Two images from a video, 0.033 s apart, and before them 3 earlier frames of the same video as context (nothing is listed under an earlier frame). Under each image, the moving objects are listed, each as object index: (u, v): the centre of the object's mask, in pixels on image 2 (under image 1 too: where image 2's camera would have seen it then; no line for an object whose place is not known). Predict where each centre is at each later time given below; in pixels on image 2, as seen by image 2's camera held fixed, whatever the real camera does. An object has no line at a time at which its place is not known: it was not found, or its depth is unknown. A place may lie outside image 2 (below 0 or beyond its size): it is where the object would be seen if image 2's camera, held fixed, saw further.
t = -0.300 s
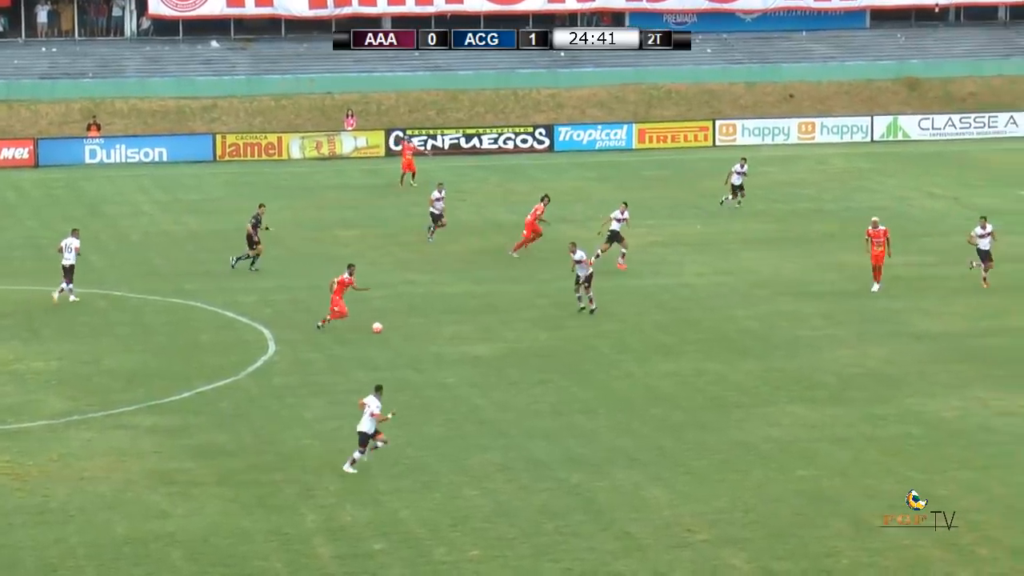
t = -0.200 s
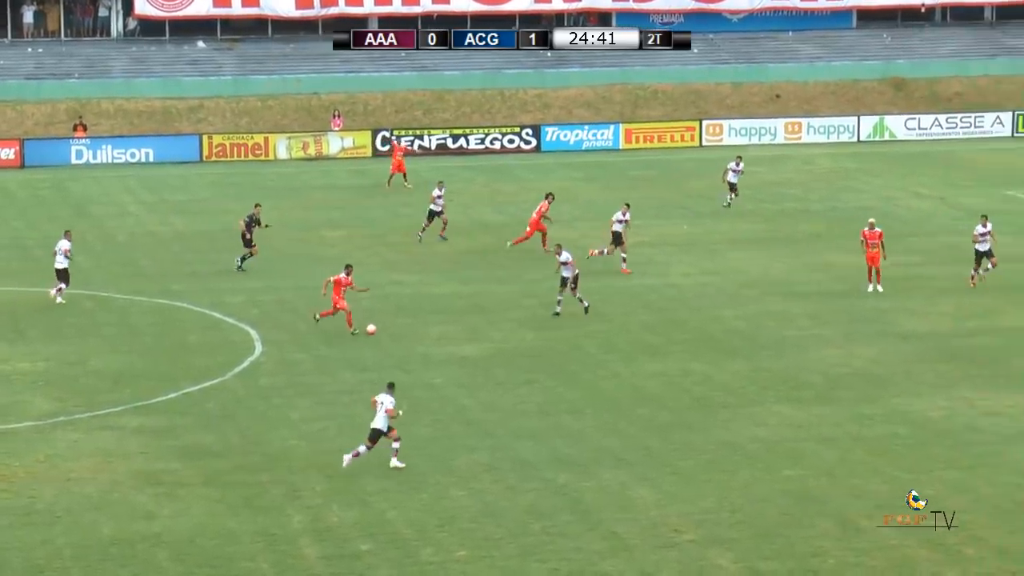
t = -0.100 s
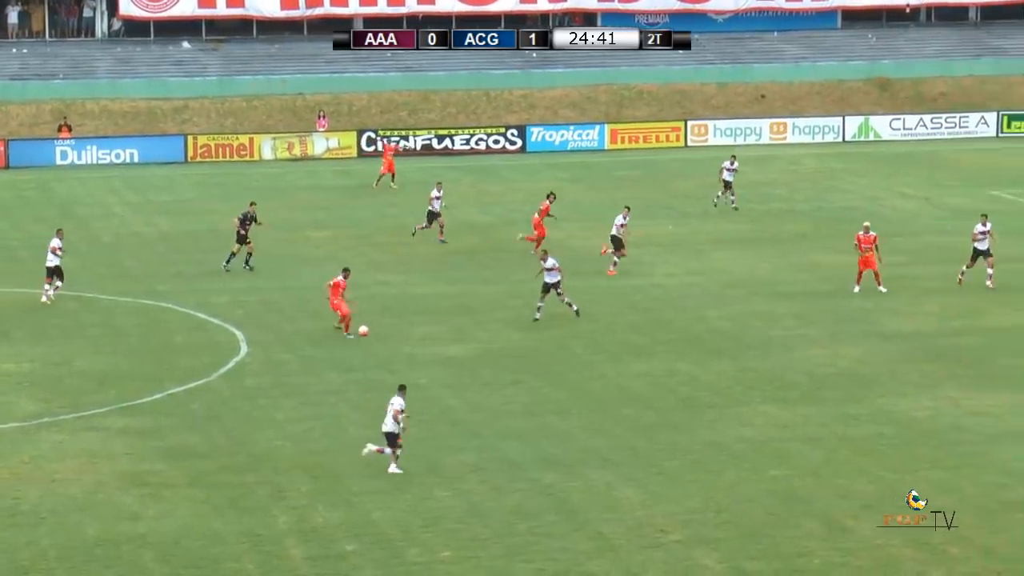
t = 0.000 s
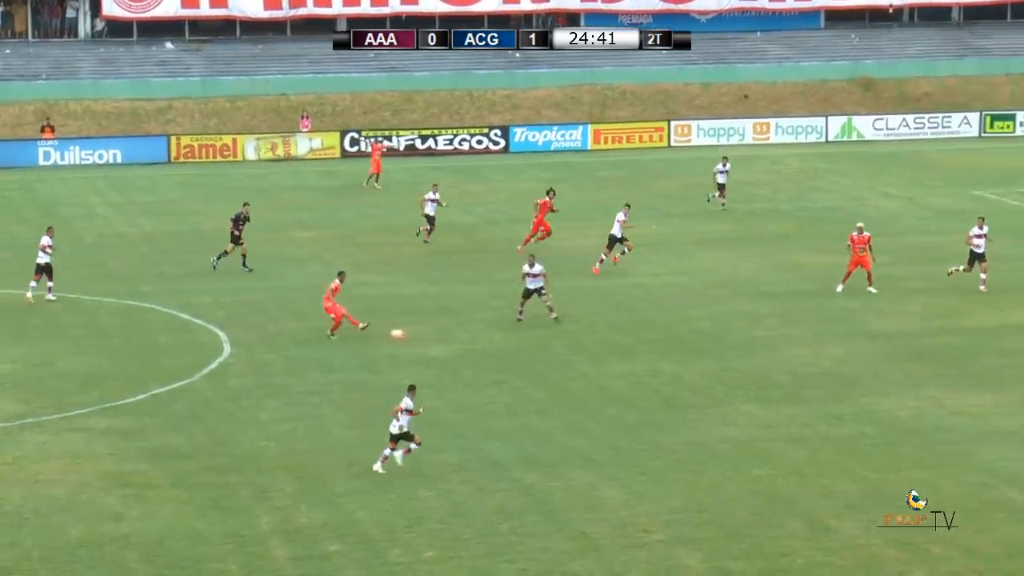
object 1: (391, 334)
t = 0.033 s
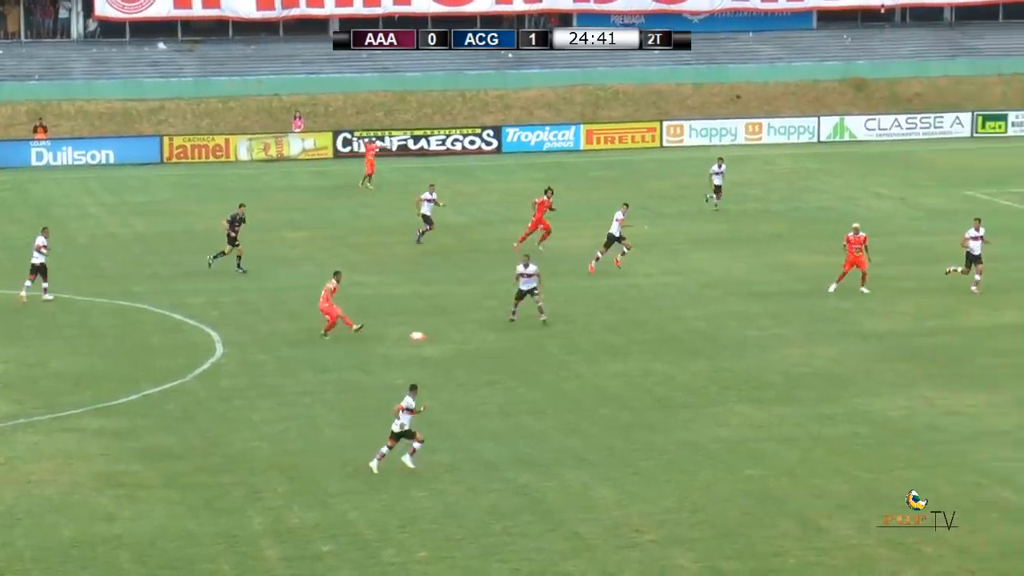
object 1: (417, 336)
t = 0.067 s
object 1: (445, 339)
